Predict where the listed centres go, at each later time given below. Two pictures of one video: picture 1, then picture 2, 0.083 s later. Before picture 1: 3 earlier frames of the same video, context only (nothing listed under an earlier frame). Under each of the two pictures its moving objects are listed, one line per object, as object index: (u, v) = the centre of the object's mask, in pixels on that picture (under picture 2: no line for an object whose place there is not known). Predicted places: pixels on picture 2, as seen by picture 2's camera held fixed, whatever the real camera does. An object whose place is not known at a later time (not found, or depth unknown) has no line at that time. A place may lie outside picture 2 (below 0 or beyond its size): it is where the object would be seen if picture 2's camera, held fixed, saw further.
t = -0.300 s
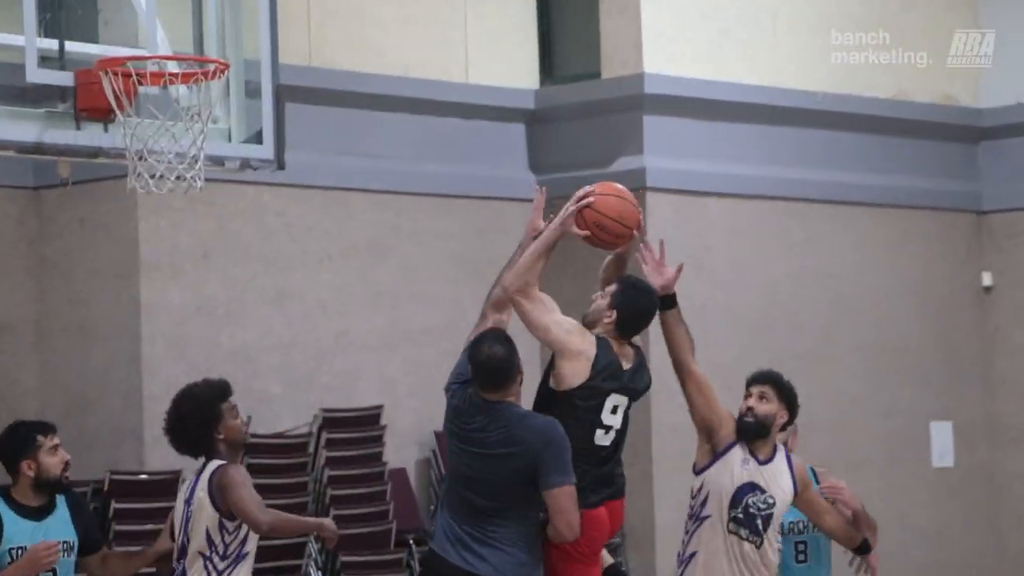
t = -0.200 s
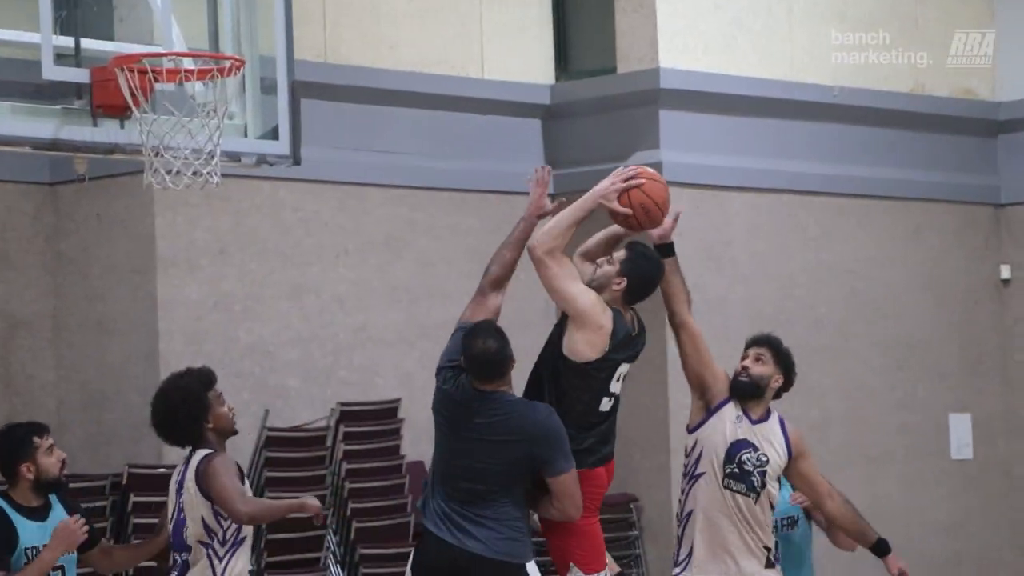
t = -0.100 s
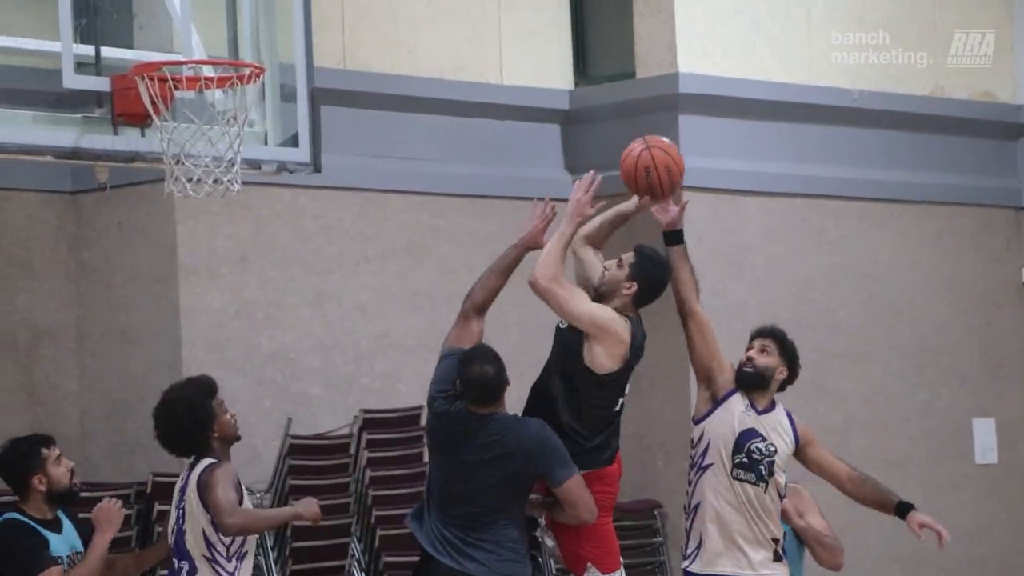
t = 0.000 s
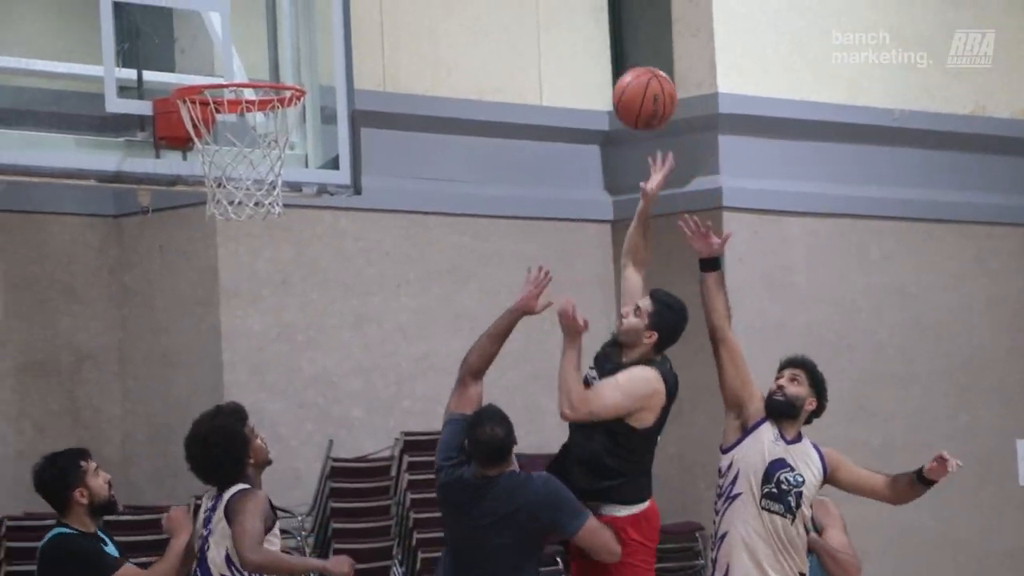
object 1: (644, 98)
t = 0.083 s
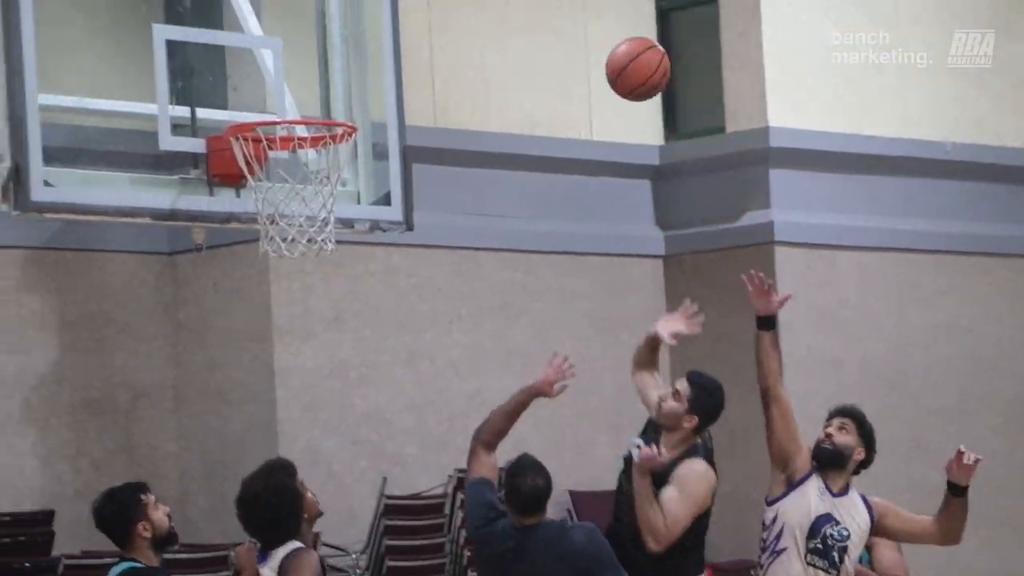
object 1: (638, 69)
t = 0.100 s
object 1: (626, 58)
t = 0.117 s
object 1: (615, 48)
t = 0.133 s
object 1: (603, 39)
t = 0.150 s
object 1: (592, 30)
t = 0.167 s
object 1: (581, 22)
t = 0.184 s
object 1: (569, 15)
